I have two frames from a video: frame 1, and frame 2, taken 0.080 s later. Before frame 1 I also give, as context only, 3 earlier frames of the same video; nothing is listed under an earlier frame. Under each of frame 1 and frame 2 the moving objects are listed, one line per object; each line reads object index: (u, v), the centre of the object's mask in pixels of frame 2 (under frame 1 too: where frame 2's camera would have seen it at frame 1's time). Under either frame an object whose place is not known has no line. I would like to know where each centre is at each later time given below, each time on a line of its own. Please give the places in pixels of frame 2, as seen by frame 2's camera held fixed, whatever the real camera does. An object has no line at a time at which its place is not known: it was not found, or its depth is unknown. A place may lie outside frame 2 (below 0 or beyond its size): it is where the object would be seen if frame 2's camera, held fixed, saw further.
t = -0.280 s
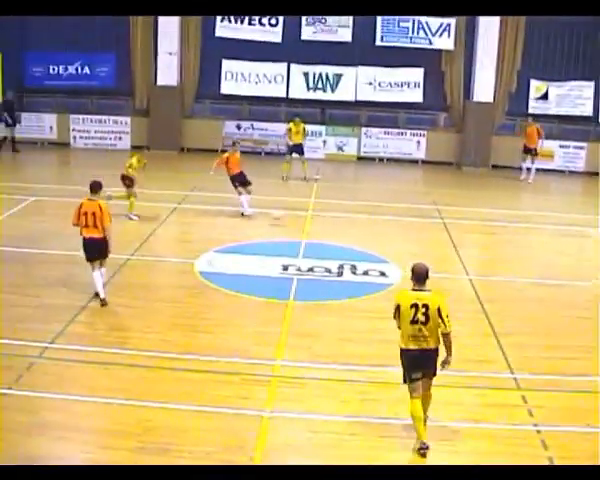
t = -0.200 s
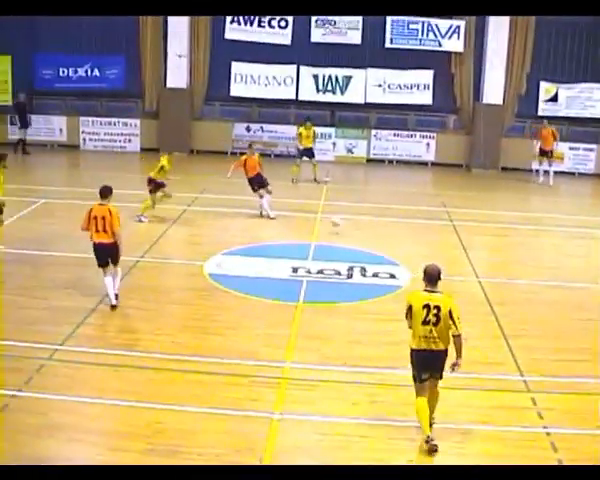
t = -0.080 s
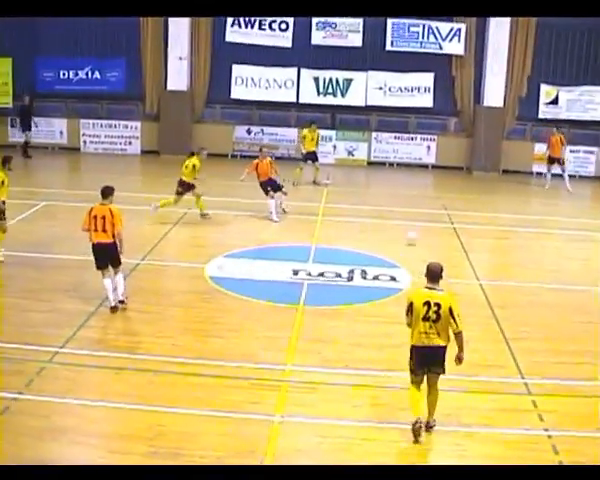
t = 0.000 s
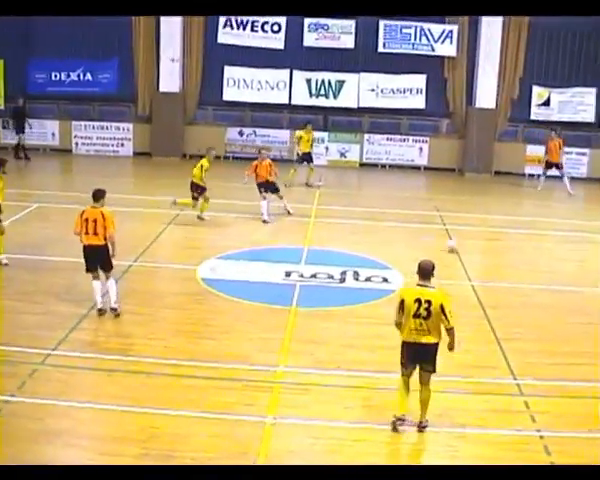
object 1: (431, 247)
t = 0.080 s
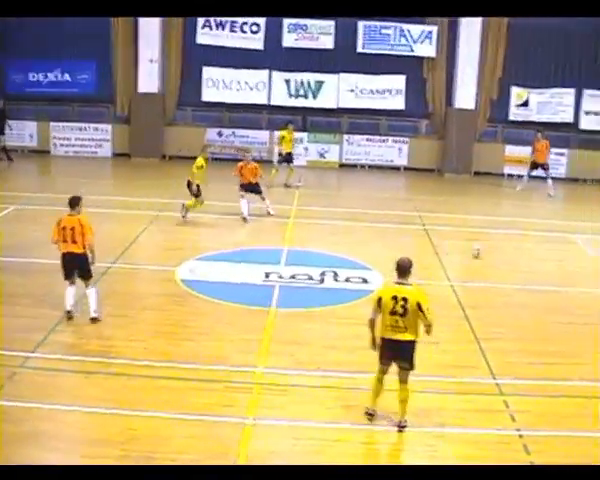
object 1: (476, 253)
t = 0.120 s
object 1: (499, 256)
